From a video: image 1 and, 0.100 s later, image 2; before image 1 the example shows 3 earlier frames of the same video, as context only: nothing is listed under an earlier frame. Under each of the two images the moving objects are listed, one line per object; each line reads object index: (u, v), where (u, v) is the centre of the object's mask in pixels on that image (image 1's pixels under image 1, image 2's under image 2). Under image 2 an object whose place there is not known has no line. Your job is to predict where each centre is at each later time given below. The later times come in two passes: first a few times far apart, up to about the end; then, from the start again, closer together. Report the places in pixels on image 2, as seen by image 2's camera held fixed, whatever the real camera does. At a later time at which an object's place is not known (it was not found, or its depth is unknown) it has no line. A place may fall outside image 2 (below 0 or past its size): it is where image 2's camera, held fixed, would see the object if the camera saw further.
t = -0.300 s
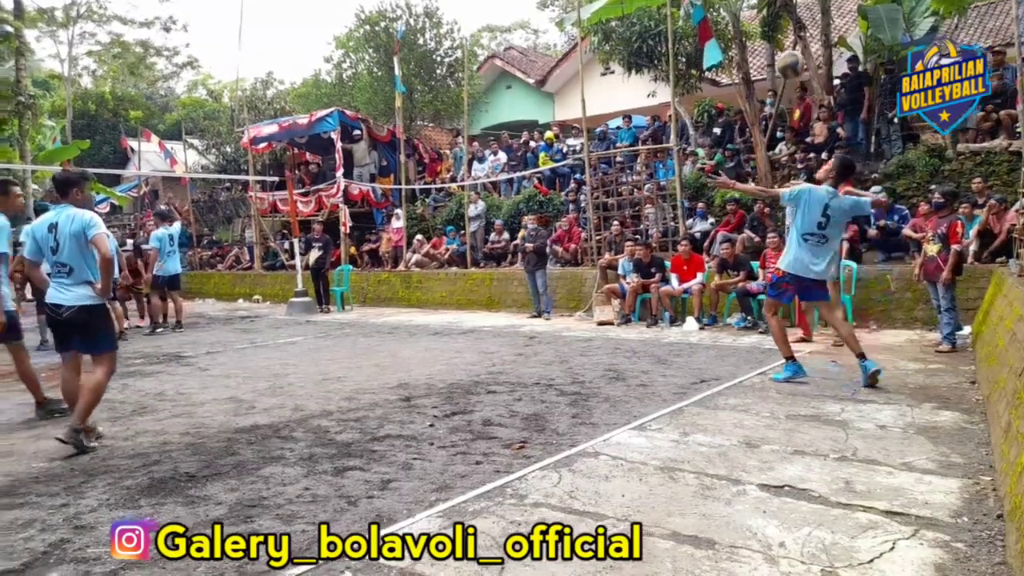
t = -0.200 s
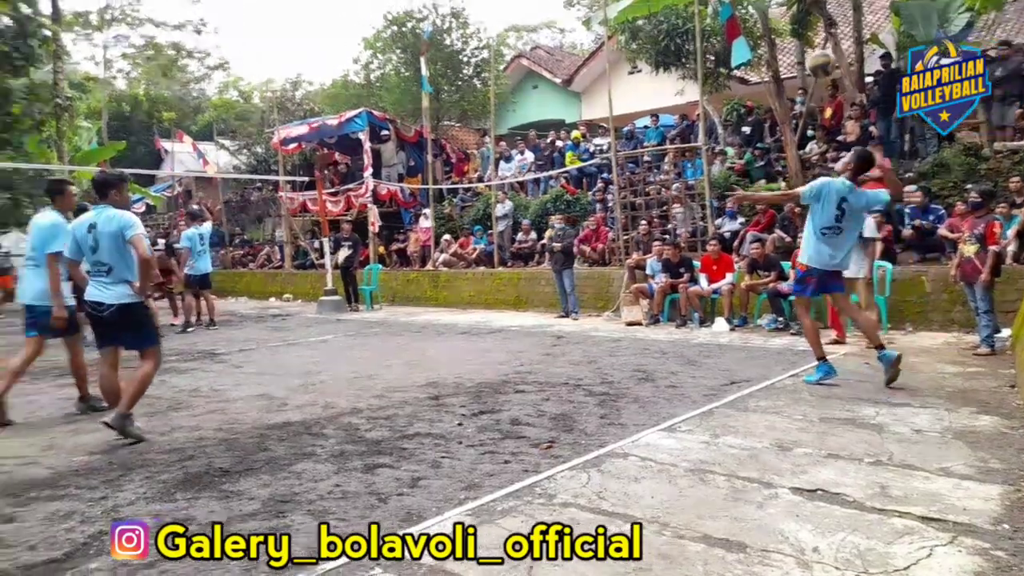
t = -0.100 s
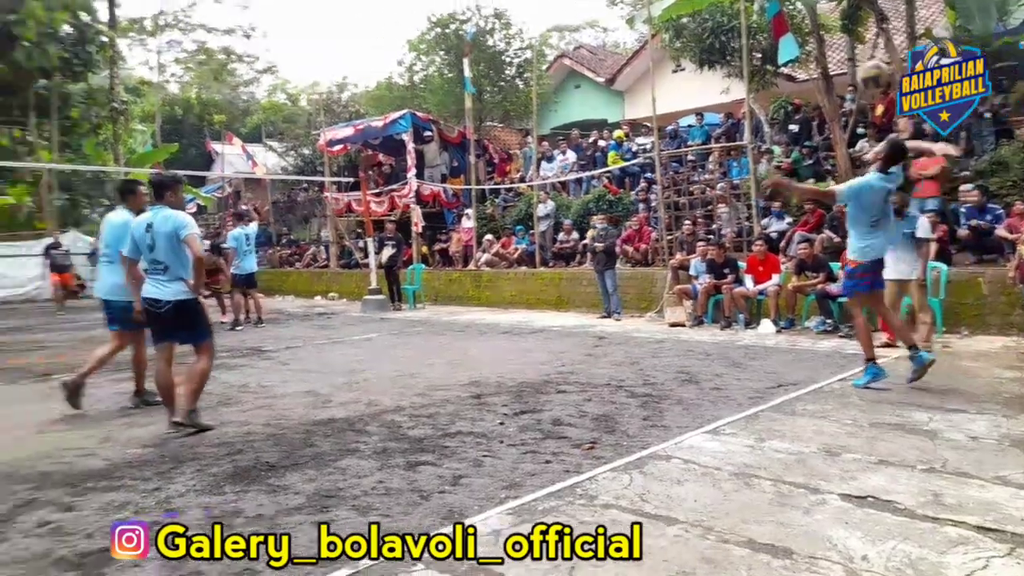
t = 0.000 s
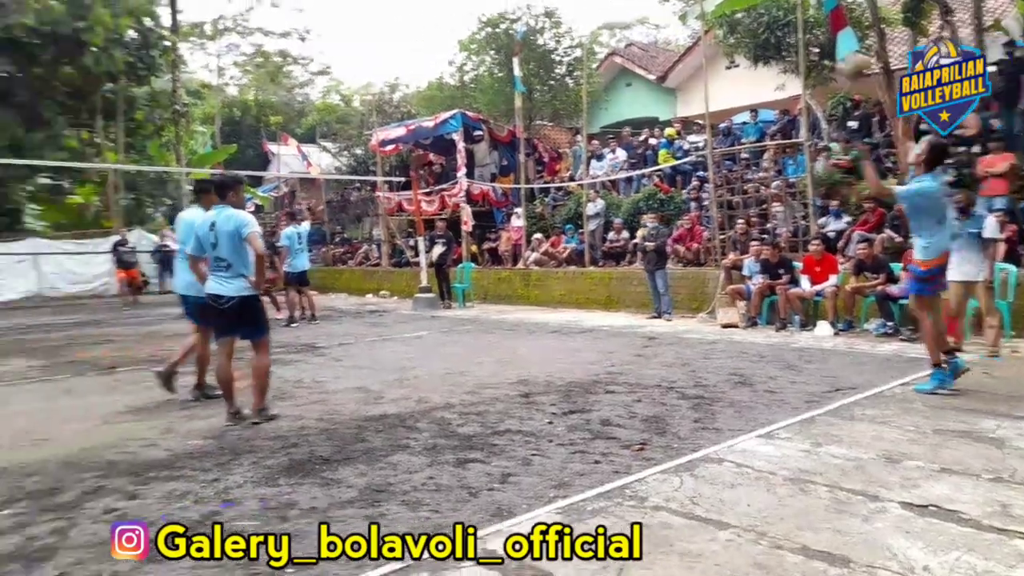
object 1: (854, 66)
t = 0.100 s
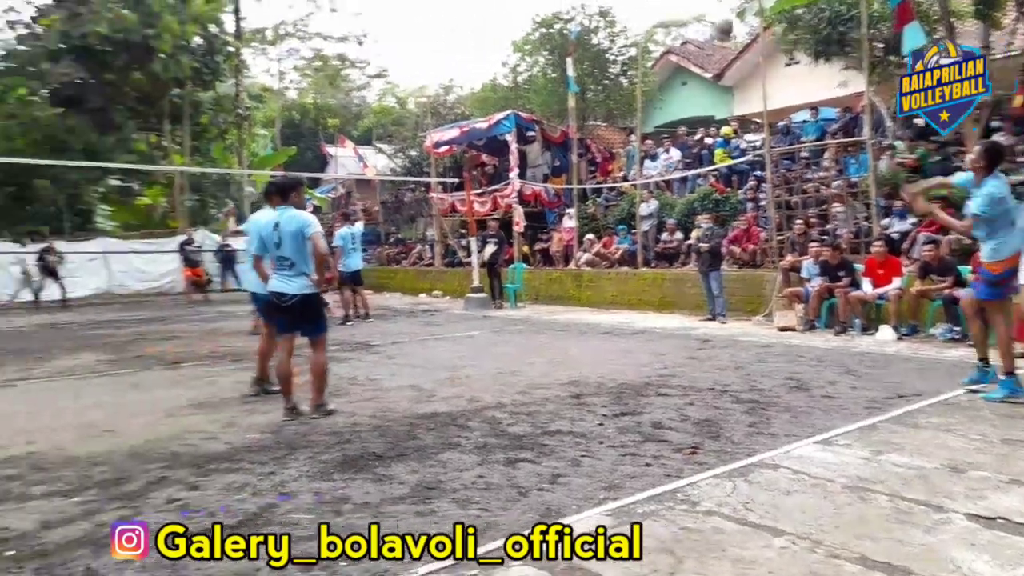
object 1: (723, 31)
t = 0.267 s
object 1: (492, 10)
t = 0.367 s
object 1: (389, 16)
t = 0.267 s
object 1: (492, 10)
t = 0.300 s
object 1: (455, 11)
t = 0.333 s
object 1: (421, 13)
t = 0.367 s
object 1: (389, 16)
